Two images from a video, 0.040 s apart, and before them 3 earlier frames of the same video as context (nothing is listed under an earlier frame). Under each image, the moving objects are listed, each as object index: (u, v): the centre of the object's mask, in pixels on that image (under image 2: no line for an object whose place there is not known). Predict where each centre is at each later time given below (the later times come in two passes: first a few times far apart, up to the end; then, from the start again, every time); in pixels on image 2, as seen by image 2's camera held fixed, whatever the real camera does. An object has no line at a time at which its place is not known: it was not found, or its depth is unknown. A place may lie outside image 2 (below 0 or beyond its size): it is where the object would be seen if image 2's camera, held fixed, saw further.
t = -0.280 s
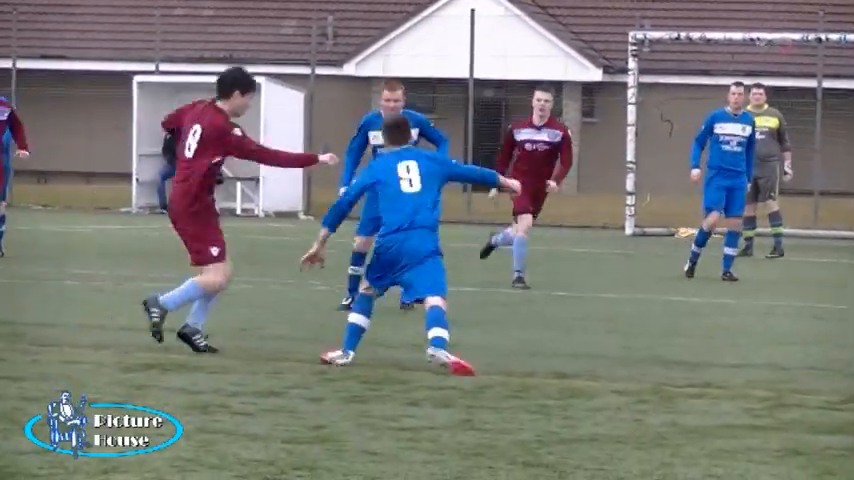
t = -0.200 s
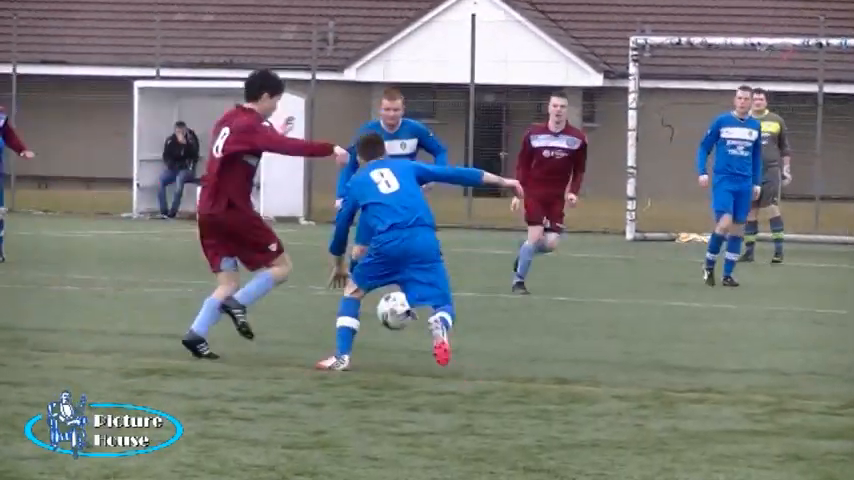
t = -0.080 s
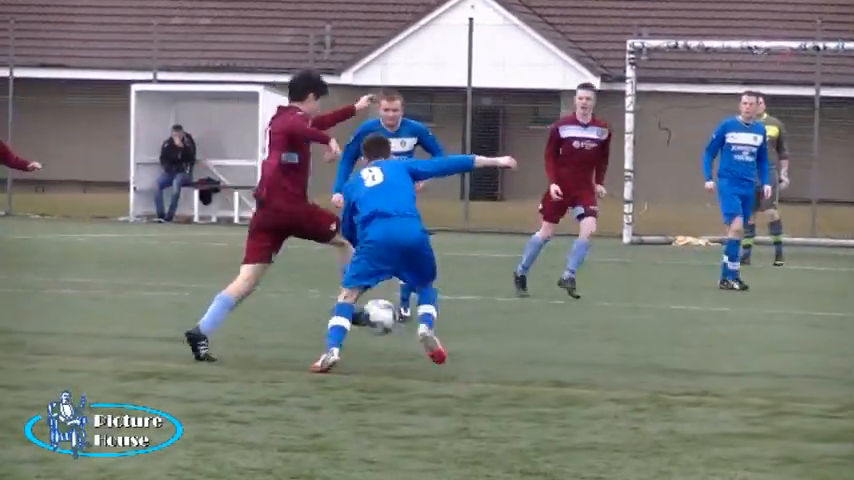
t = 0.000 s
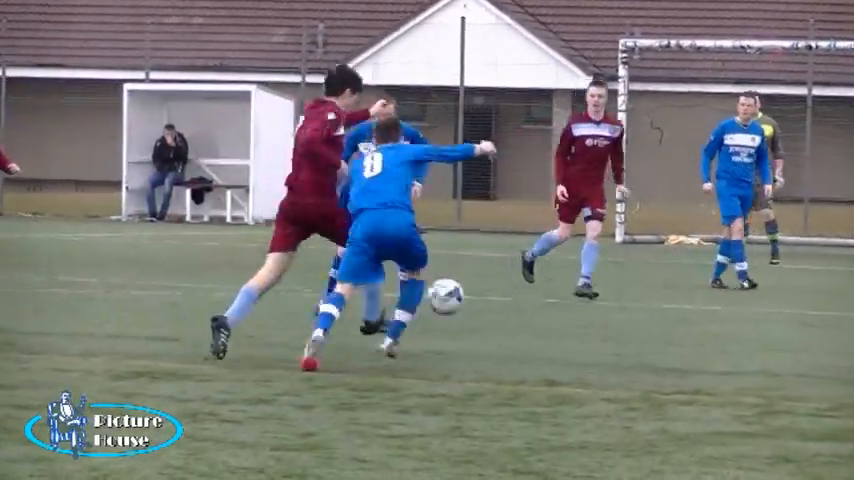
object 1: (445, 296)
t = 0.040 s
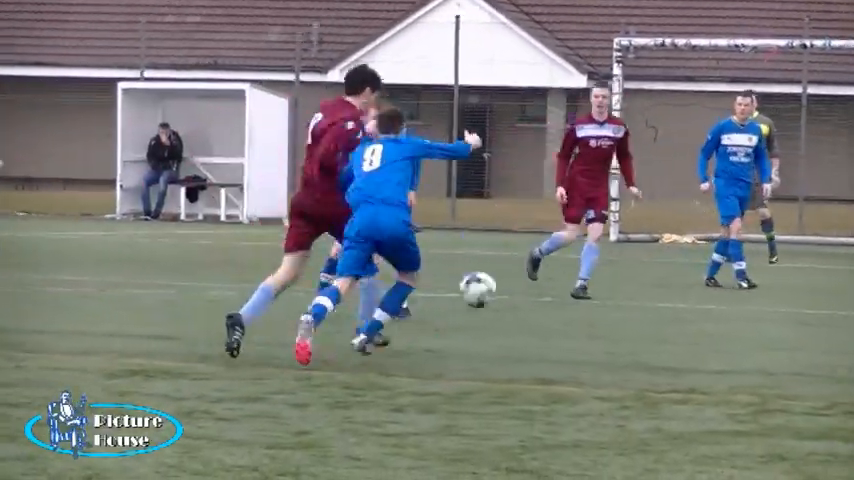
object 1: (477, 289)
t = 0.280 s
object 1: (699, 303)
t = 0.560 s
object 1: (907, 316)
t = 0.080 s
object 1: (516, 286)
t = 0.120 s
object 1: (554, 284)
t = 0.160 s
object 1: (590, 285)
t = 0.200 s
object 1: (627, 289)
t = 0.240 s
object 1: (663, 295)
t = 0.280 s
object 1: (699, 303)
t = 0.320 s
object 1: (735, 315)
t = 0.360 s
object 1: (771, 327)
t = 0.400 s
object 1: (805, 341)
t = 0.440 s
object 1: (831, 331)
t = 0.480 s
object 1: (858, 324)
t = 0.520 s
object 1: (878, 317)
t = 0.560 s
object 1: (907, 316)
